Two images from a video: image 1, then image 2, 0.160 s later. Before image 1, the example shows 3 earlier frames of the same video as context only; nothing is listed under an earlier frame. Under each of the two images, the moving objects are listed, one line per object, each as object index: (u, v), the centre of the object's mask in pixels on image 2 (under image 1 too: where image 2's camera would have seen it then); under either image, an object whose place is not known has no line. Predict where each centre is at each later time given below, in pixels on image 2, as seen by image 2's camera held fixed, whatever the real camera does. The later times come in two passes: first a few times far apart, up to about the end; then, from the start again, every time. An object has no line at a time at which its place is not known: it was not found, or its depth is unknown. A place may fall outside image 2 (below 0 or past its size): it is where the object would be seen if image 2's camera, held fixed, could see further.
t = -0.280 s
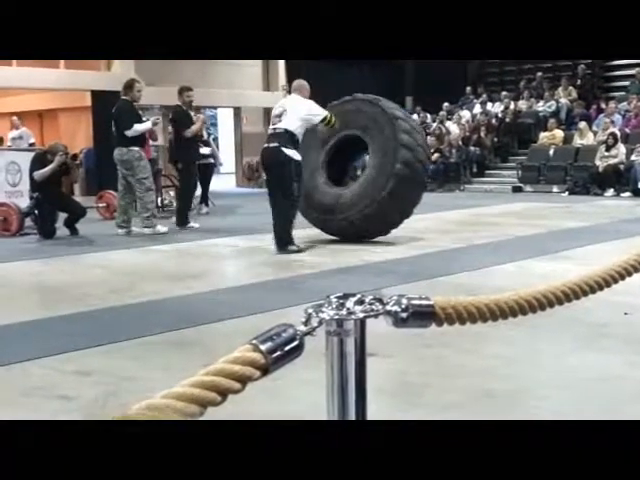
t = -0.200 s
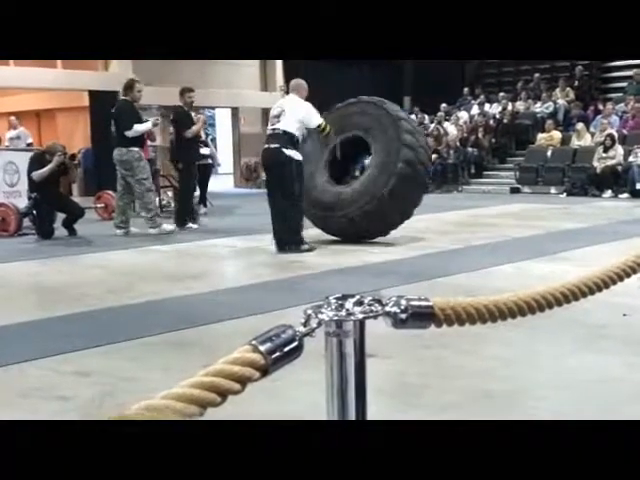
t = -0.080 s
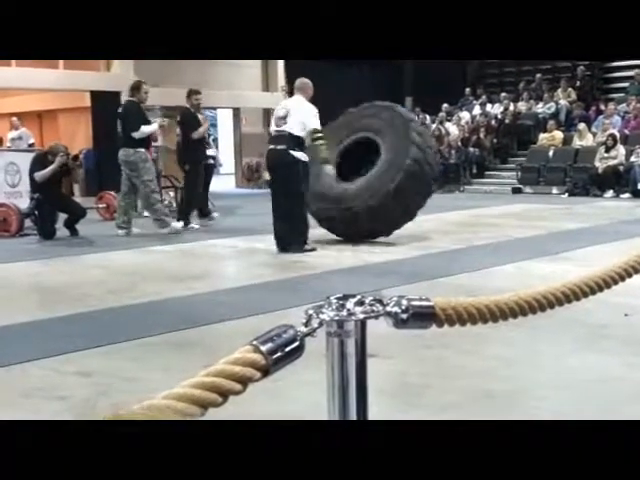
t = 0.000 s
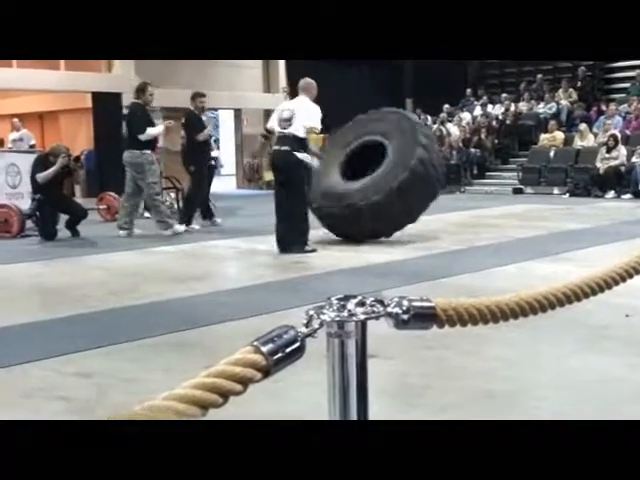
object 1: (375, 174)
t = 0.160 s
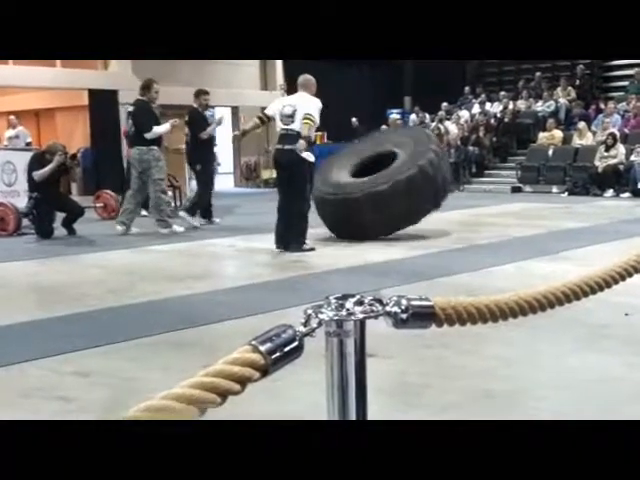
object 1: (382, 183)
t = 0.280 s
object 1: (389, 198)
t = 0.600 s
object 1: (406, 202)
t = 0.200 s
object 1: (384, 187)
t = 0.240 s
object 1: (386, 191)
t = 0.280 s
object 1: (389, 198)
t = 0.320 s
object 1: (393, 203)
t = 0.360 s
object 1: (395, 208)
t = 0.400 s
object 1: (397, 206)
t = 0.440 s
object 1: (400, 204)
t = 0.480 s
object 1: (401, 203)
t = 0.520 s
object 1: (403, 202)
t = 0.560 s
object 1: (404, 202)
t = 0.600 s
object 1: (406, 202)
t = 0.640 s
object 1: (407, 204)
